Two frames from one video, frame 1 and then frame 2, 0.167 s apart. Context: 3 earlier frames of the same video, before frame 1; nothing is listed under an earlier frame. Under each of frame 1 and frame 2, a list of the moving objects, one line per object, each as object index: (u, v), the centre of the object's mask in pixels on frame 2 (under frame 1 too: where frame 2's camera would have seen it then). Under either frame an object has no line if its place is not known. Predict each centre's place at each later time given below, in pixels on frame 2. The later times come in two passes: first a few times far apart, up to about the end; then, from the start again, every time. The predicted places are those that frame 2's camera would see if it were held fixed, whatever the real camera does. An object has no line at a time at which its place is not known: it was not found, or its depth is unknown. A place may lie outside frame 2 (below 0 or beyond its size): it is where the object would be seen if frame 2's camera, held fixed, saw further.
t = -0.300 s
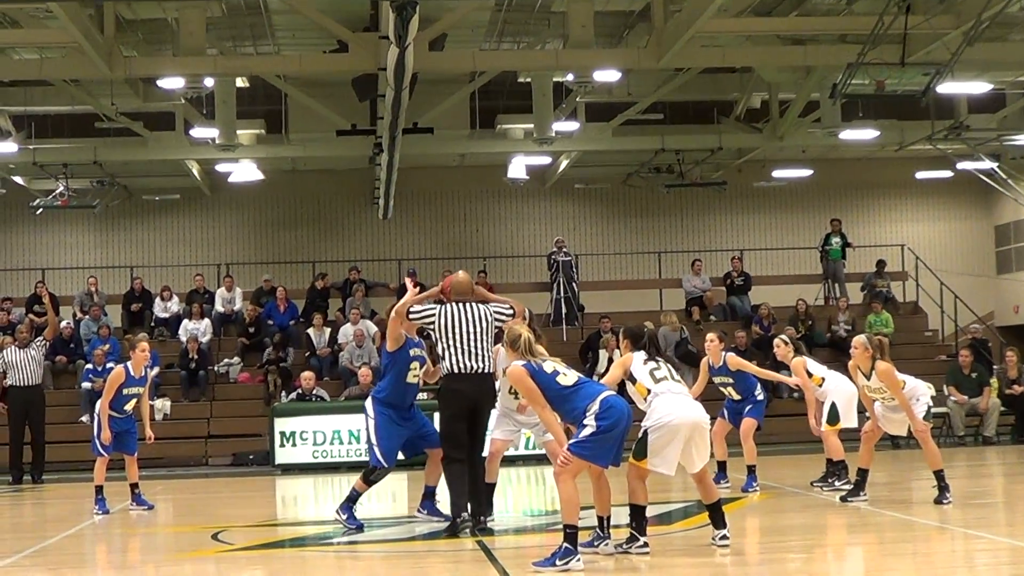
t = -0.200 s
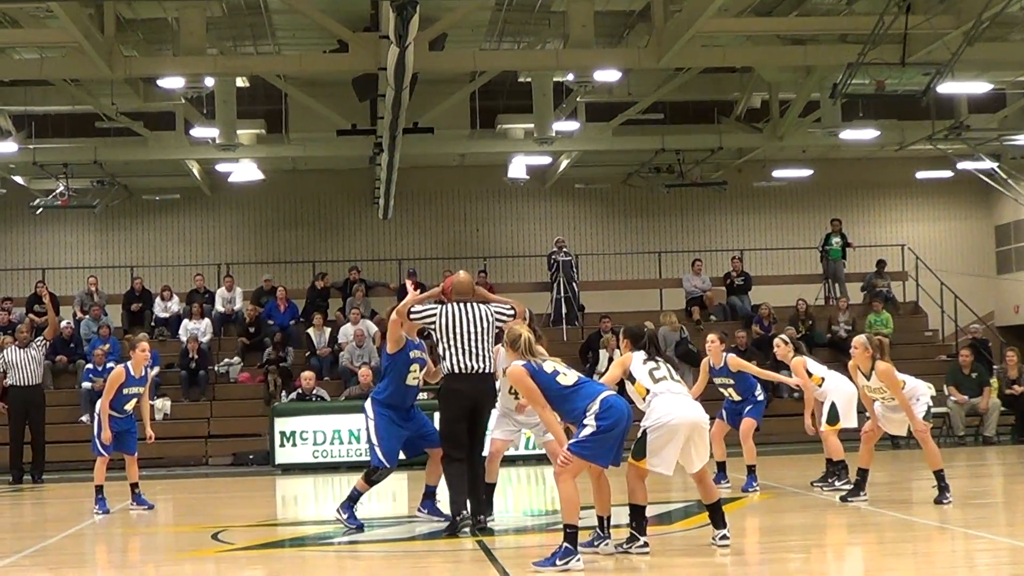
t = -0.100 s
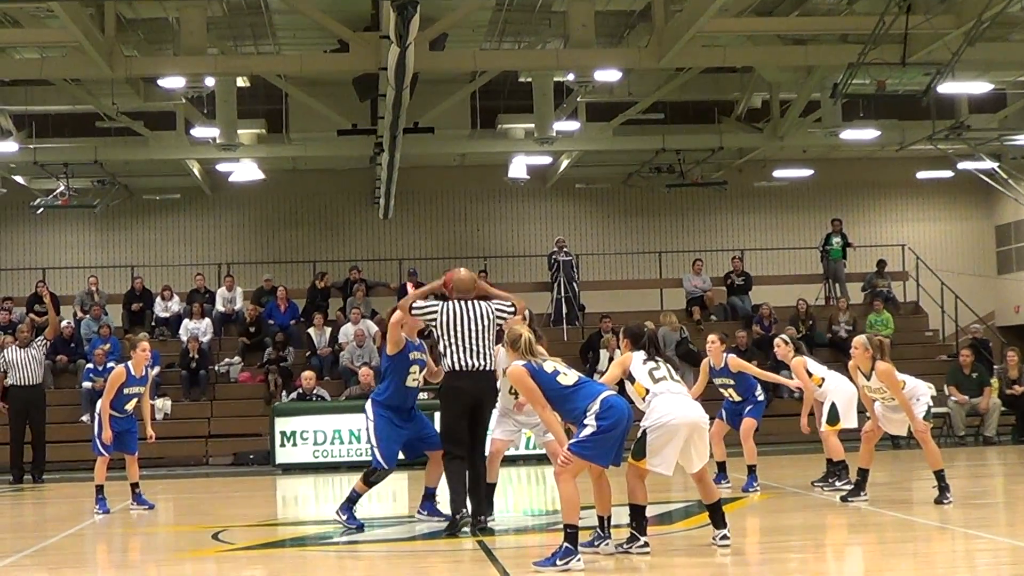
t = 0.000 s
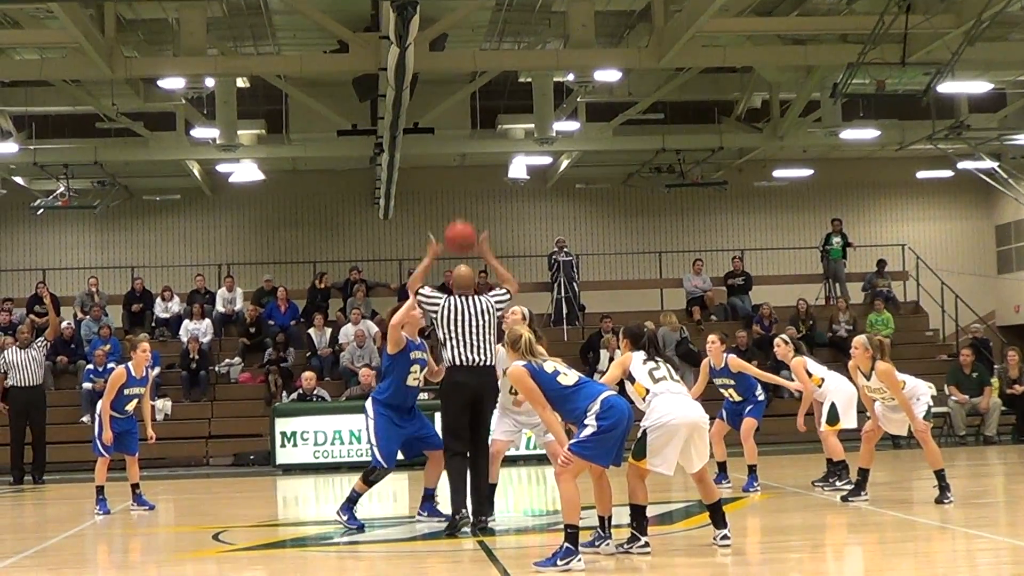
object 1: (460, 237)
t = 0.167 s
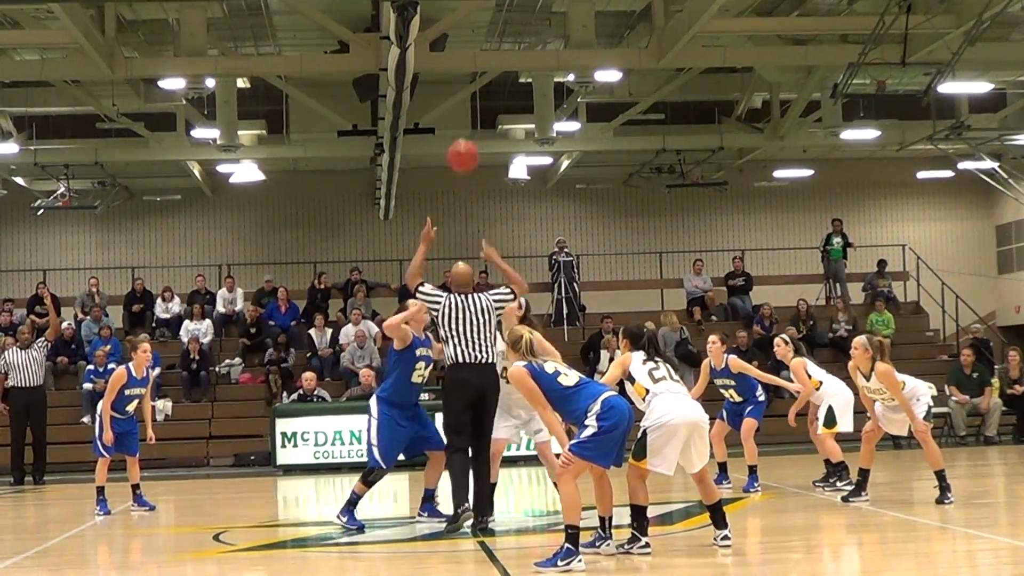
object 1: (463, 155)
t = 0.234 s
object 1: (464, 133)
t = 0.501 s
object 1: (471, 100)
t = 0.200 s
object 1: (463, 144)
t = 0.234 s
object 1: (464, 133)
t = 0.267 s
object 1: (465, 124)
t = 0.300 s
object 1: (465, 116)
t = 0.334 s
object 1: (466, 109)
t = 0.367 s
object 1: (468, 104)
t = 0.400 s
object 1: (468, 101)
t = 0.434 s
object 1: (469, 99)
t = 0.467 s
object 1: (470, 99)
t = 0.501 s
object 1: (471, 100)
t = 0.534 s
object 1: (472, 102)
